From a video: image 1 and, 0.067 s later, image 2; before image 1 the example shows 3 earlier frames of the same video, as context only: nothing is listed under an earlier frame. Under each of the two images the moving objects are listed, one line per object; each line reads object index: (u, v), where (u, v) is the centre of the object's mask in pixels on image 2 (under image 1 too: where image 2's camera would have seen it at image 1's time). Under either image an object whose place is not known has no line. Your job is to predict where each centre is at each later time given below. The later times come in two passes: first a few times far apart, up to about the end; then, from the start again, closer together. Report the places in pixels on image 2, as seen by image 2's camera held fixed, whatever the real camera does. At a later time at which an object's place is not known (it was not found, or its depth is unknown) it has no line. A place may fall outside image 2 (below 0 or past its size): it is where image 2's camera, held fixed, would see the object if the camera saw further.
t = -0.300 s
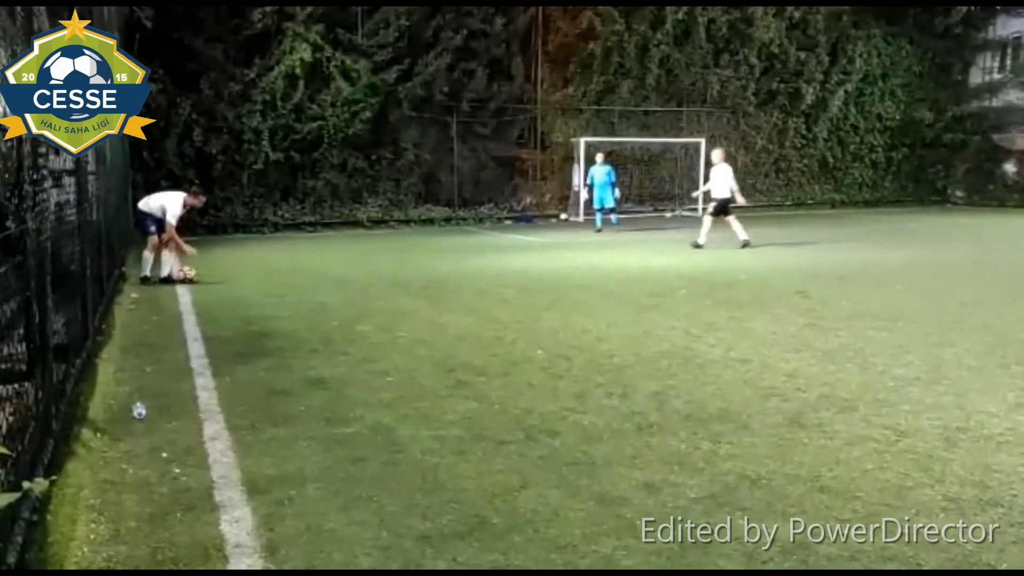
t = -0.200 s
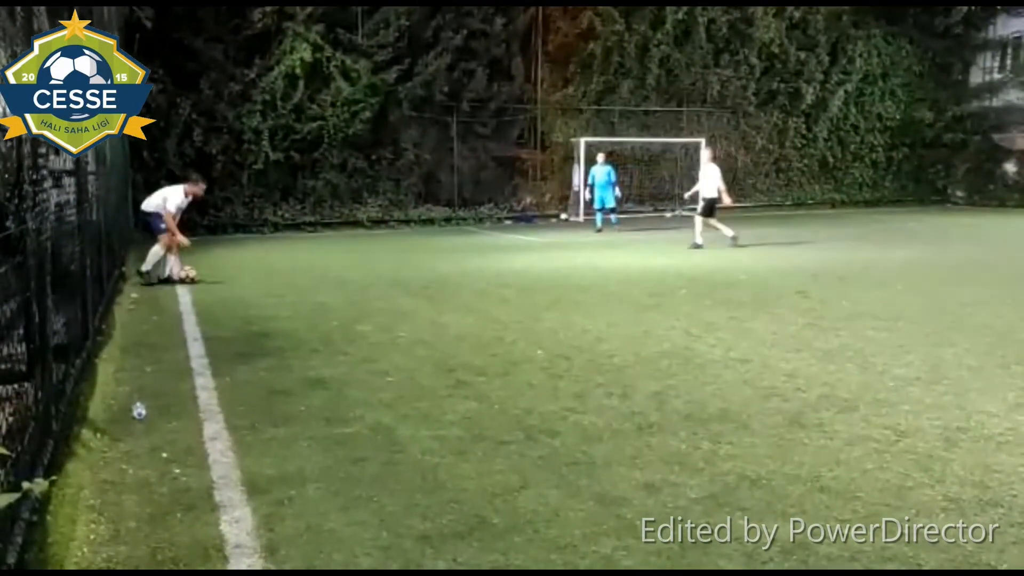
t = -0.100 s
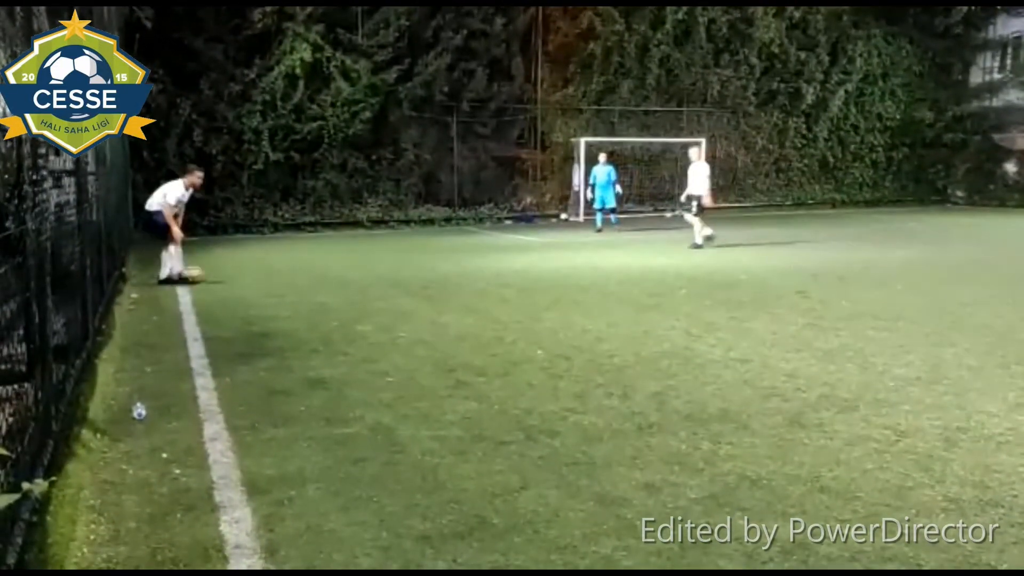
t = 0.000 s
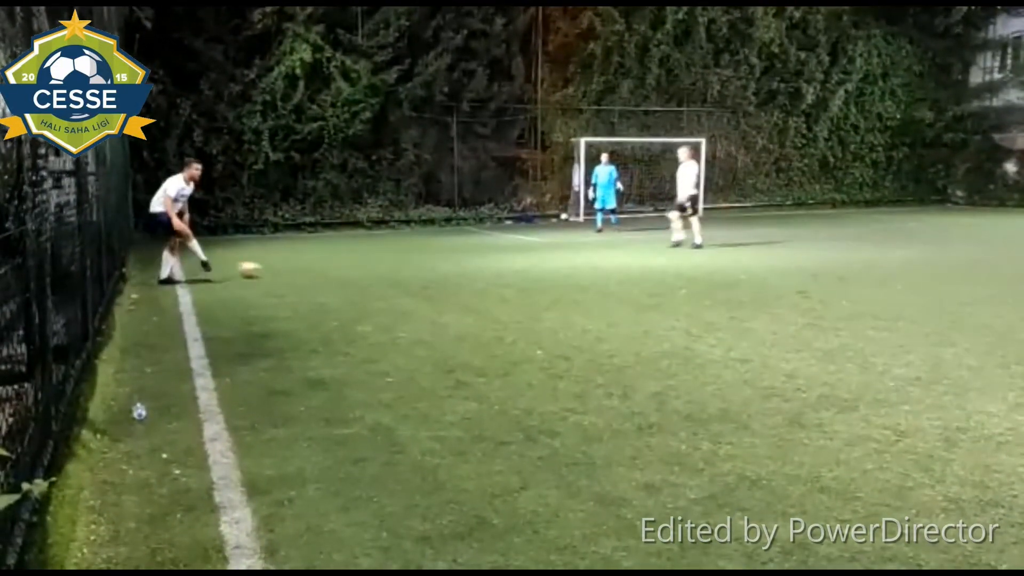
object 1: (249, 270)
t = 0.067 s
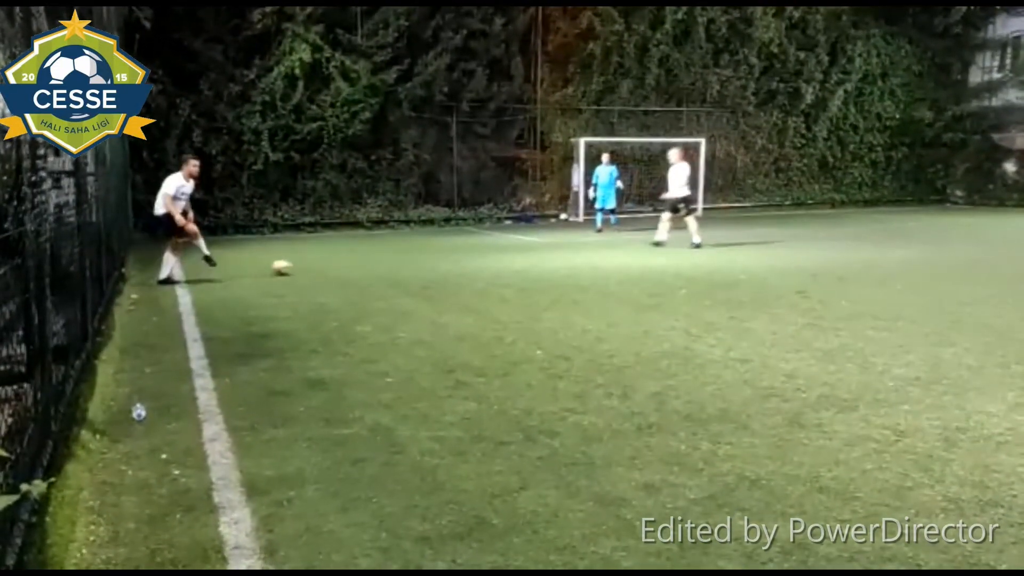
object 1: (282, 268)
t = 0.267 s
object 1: (359, 260)
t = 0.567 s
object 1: (443, 254)
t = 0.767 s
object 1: (488, 250)
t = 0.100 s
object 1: (296, 266)
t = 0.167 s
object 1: (323, 263)
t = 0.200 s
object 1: (336, 262)
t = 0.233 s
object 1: (348, 261)
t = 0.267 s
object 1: (359, 260)
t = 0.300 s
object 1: (370, 260)
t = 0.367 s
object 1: (390, 258)
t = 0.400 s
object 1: (400, 257)
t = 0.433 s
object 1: (409, 256)
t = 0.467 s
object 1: (418, 255)
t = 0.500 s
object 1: (426, 254)
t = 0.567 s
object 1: (443, 254)
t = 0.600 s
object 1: (451, 252)
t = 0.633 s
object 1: (459, 252)
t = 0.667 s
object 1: (466, 252)
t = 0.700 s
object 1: (474, 251)
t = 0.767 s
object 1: (488, 250)
